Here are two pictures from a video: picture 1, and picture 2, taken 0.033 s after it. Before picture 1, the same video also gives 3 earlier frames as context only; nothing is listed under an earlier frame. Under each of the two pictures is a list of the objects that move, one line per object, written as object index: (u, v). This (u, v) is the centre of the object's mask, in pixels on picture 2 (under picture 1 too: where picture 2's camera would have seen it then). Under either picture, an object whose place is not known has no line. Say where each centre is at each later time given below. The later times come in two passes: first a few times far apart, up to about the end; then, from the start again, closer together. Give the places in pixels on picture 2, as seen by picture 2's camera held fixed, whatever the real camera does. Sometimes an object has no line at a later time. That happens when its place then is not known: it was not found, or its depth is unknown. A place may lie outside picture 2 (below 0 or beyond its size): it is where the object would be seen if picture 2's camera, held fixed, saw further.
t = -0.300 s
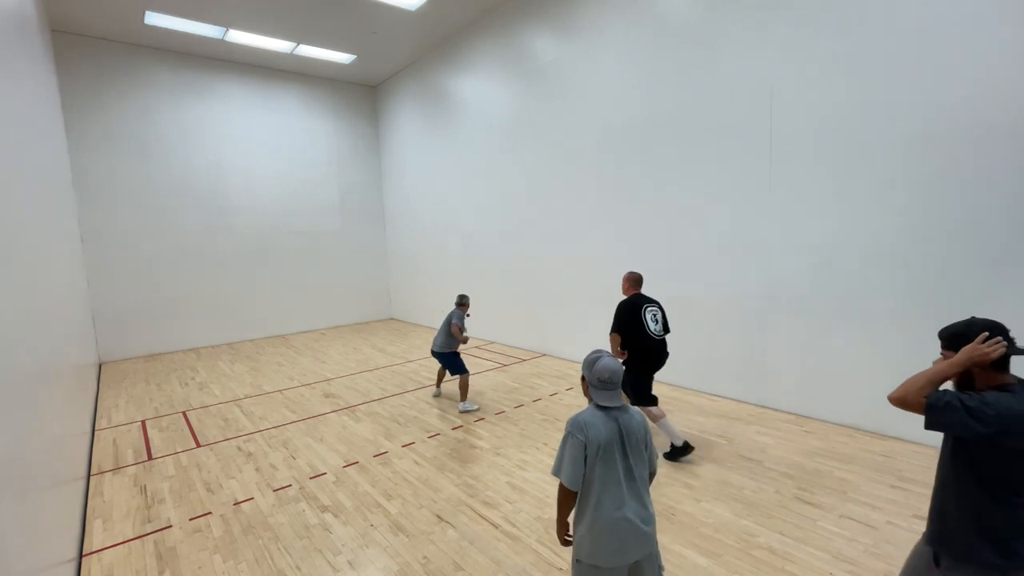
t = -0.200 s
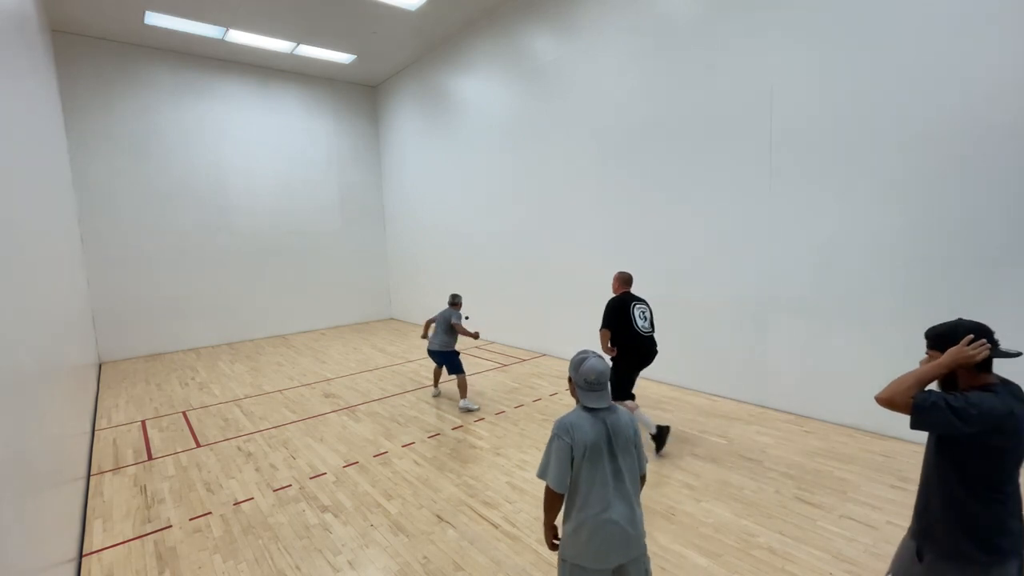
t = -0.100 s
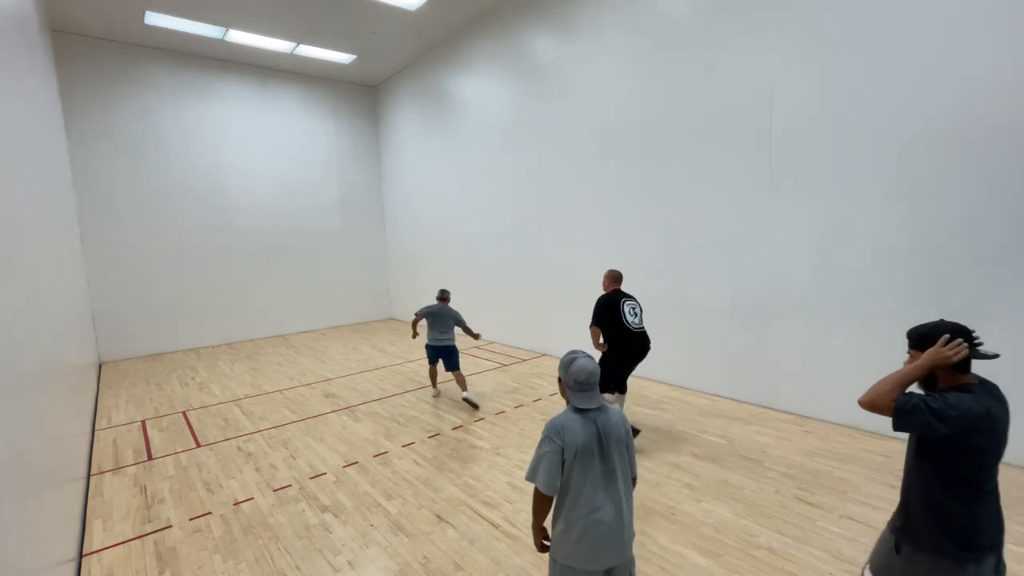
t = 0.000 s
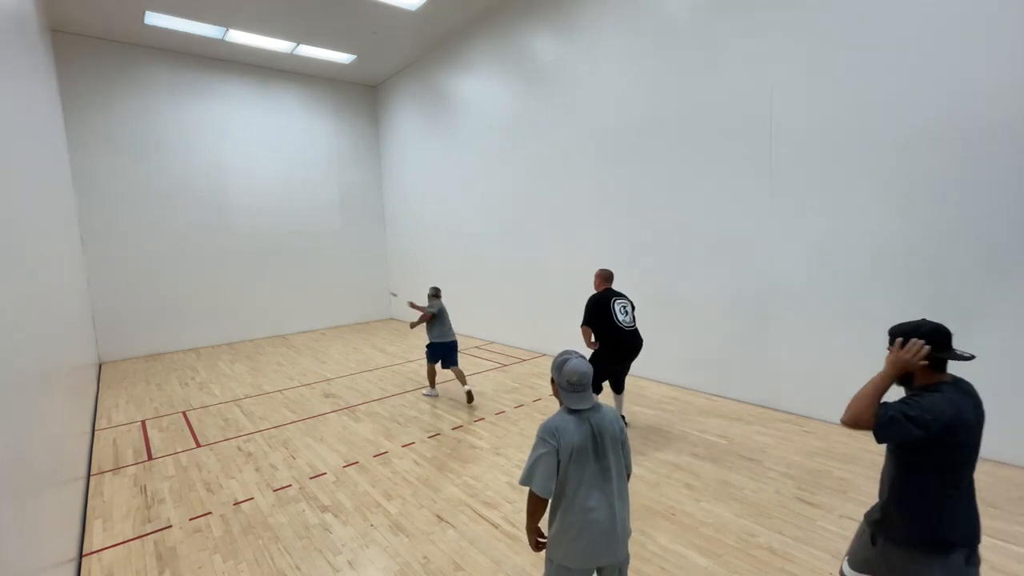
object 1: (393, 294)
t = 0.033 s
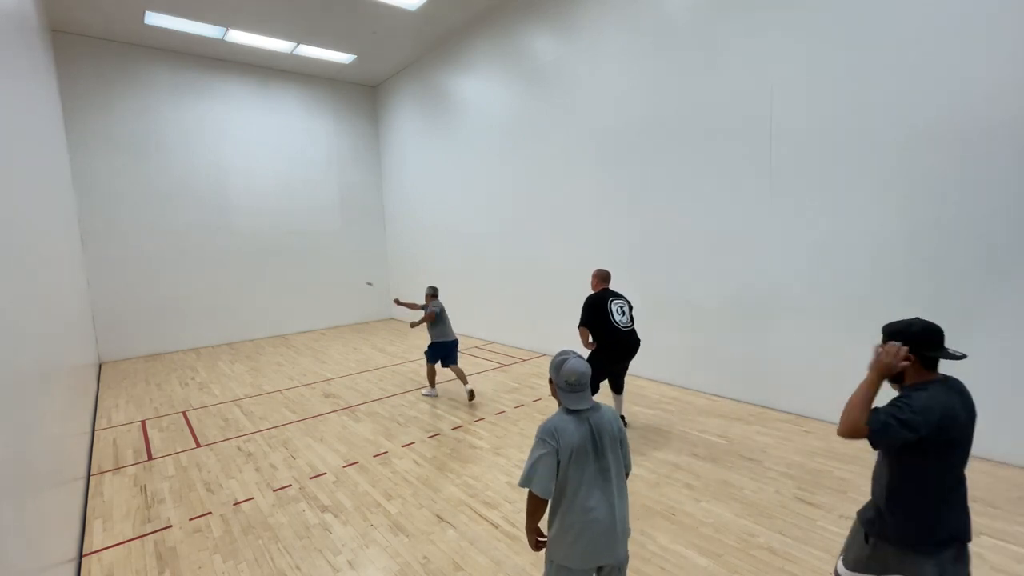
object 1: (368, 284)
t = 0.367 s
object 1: (247, 240)
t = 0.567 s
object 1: (238, 245)
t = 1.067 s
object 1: (178, 540)
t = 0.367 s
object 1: (247, 240)
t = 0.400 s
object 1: (246, 240)
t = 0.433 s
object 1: (244, 240)
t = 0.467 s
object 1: (243, 240)
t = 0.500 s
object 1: (241, 241)
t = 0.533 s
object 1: (239, 243)
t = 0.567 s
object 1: (238, 245)
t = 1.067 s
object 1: (178, 540)
